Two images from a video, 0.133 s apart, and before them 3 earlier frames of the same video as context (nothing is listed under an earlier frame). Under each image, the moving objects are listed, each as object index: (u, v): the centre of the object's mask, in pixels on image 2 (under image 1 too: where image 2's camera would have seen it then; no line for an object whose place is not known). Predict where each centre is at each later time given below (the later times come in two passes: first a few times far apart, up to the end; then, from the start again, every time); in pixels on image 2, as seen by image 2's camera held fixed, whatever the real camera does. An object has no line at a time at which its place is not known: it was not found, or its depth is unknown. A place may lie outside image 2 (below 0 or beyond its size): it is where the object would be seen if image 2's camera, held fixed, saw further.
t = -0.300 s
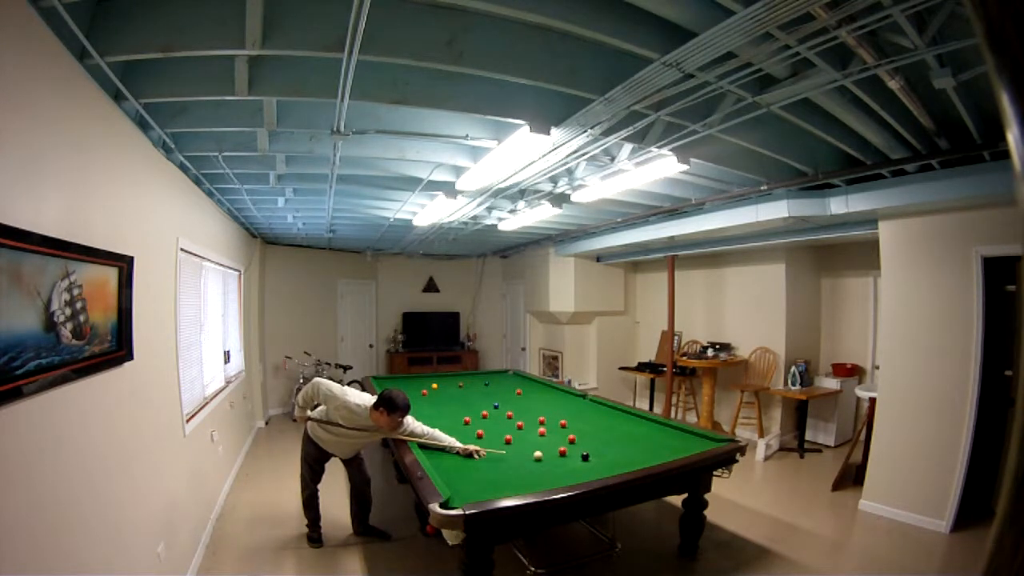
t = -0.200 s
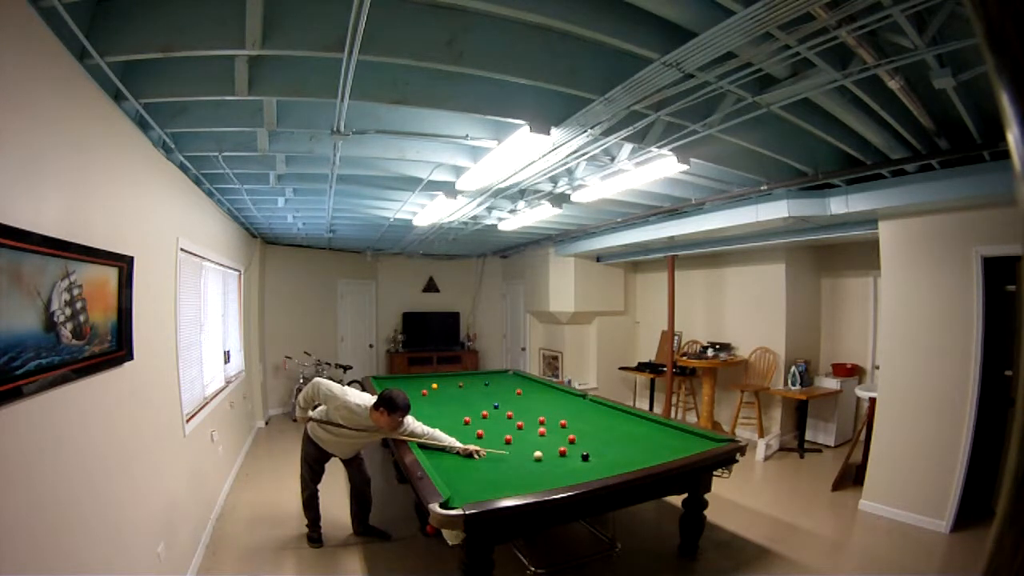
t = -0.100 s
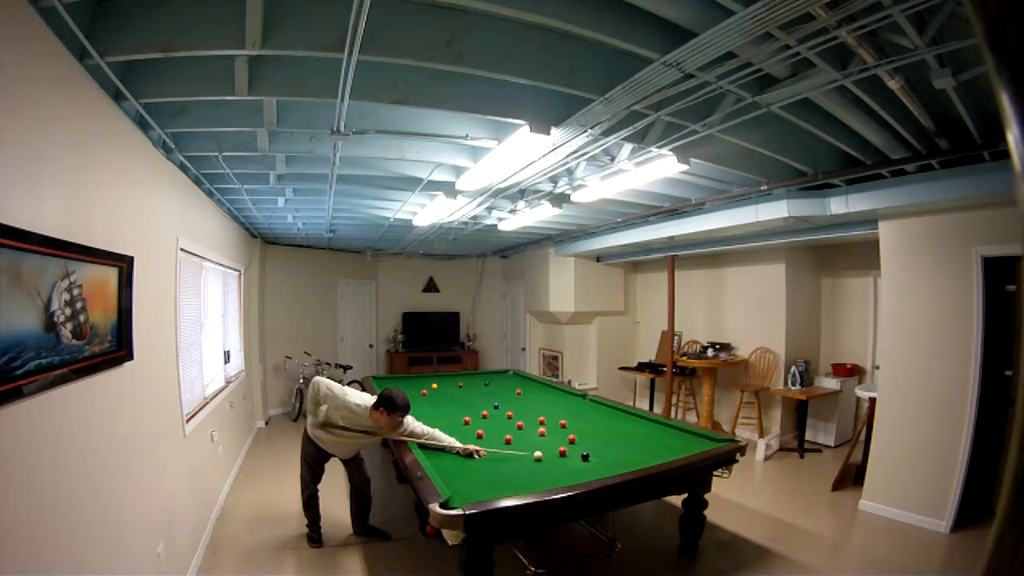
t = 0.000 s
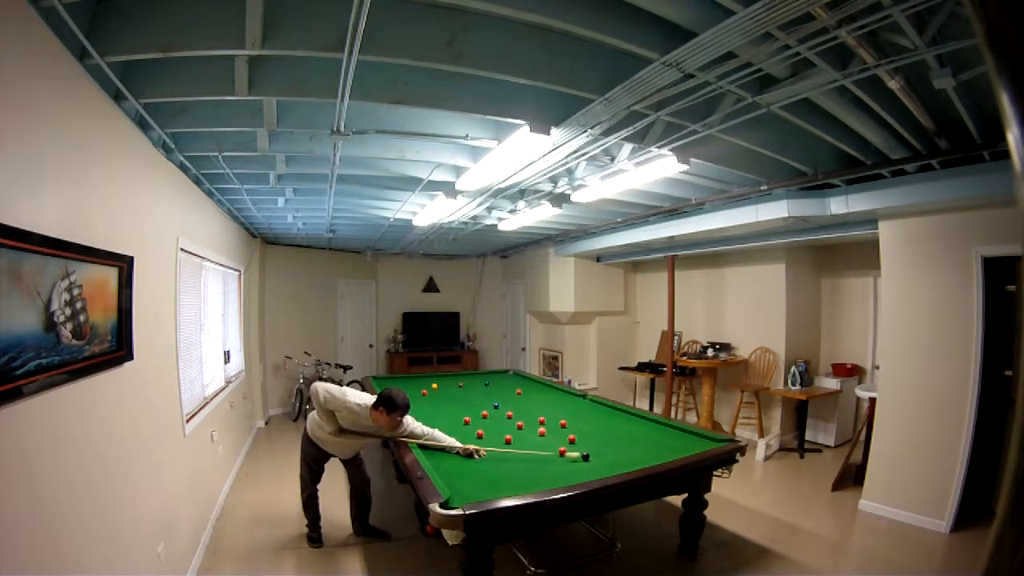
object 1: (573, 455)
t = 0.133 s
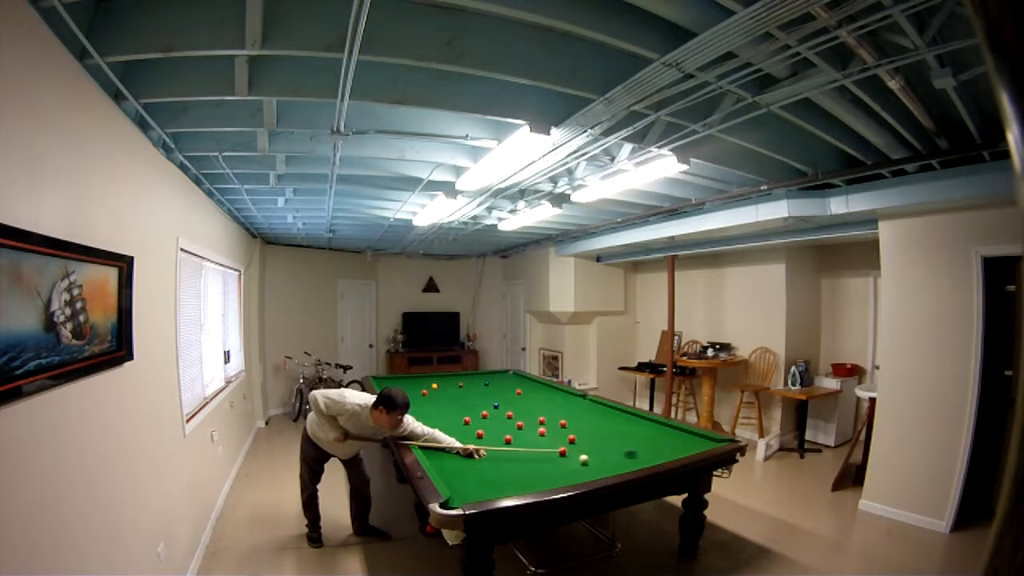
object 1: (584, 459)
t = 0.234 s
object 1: (593, 461)
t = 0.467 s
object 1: (617, 465)
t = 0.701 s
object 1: (622, 463)
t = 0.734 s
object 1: (621, 463)
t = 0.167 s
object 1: (586, 459)
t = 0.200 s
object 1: (590, 461)
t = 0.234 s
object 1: (593, 461)
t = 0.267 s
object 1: (597, 462)
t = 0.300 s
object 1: (600, 462)
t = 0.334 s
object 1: (604, 463)
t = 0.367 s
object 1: (607, 464)
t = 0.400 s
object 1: (611, 465)
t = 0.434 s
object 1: (614, 465)
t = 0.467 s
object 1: (617, 465)
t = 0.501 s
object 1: (620, 465)
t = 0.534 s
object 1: (622, 465)
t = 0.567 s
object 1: (624, 465)
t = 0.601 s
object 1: (624, 464)
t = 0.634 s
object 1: (623, 464)
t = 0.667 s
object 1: (623, 464)
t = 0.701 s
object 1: (622, 463)
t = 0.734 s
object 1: (621, 463)
